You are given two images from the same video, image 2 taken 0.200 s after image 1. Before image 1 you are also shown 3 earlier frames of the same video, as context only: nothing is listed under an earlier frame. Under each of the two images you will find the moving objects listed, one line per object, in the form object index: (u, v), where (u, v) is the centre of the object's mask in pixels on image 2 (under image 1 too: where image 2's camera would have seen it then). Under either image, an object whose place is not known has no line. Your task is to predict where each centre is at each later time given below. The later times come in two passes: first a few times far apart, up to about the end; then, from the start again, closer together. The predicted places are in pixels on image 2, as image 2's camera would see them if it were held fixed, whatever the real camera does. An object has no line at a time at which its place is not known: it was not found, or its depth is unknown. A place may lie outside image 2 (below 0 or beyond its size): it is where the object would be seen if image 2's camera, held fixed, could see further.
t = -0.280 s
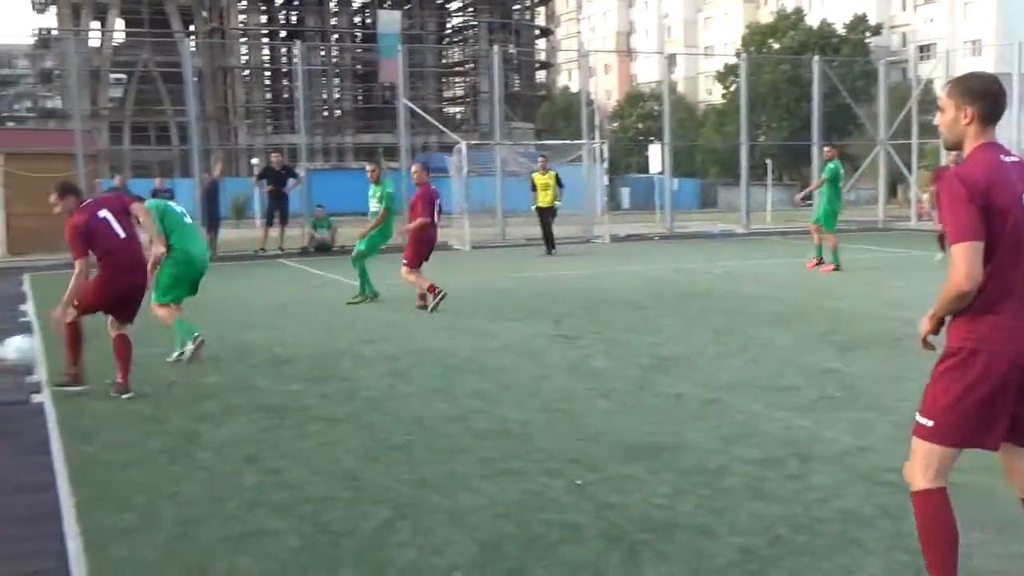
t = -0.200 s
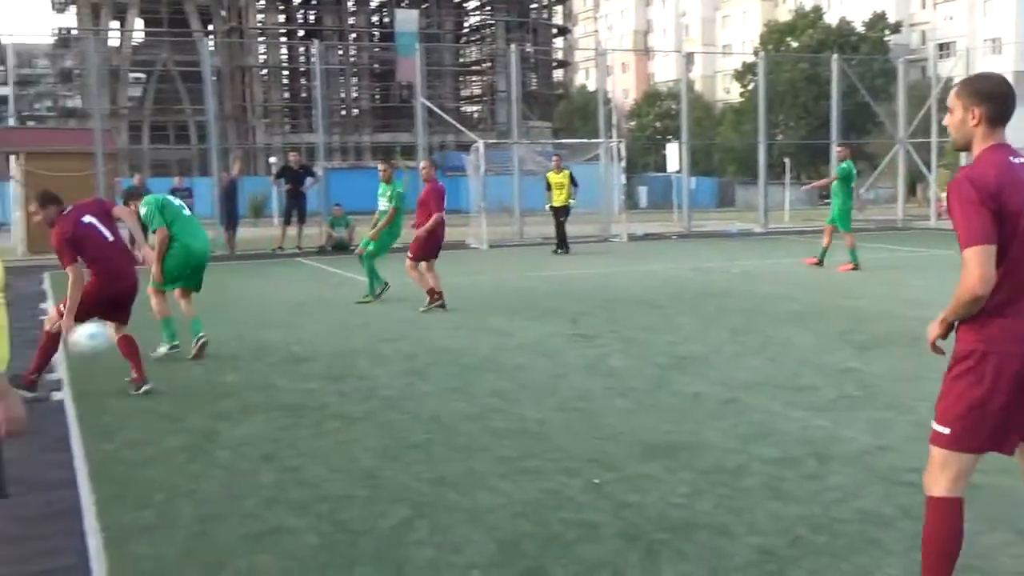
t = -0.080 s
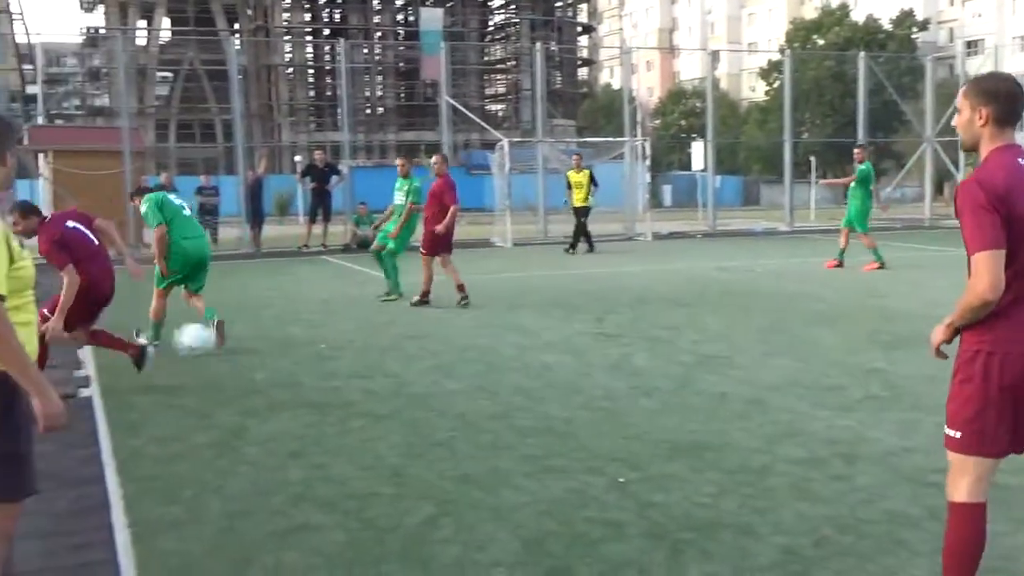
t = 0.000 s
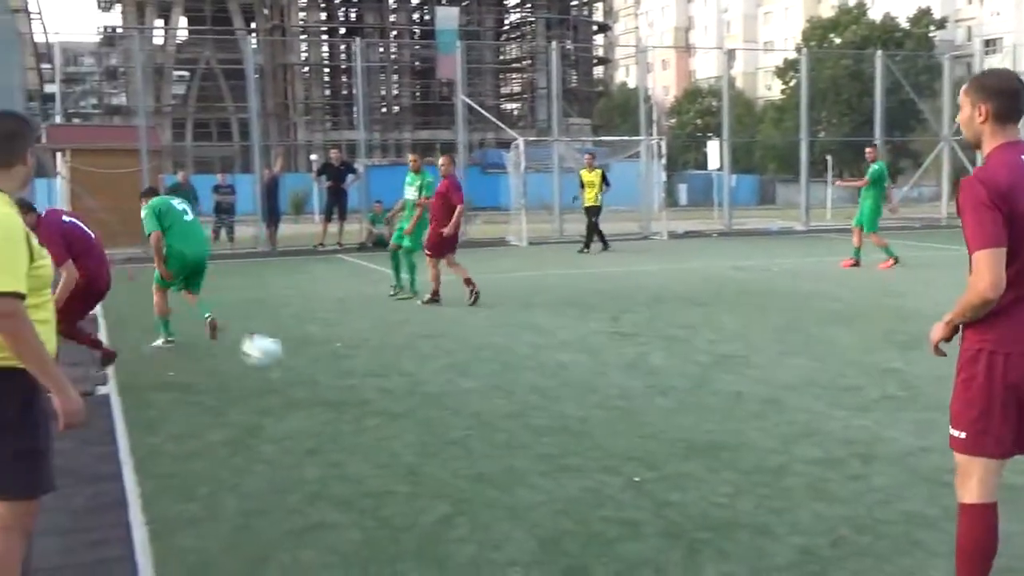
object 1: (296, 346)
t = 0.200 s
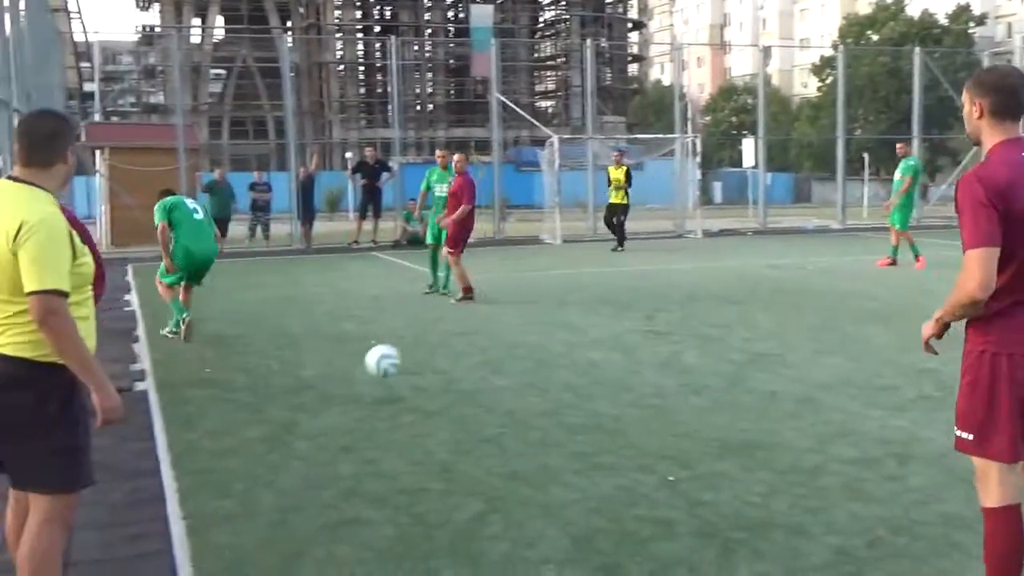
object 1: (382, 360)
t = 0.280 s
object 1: (397, 349)
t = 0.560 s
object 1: (448, 379)
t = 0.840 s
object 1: (506, 362)
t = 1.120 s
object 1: (561, 364)
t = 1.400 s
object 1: (614, 371)
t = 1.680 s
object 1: (665, 371)
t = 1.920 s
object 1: (708, 369)
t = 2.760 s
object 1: (840, 364)
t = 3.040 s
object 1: (879, 362)
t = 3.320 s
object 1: (915, 360)
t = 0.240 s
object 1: (389, 353)
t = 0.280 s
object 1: (397, 349)
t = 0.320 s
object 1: (404, 346)
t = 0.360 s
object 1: (411, 345)
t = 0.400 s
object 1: (418, 346)
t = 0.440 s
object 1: (426, 351)
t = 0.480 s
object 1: (433, 358)
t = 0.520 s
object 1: (440, 367)
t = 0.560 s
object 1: (448, 379)
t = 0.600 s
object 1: (457, 374)
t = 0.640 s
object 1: (465, 366)
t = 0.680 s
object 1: (473, 361)
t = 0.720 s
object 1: (482, 358)
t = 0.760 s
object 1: (489, 358)
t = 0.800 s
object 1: (497, 359)
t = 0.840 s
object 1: (506, 362)
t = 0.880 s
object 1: (514, 368)
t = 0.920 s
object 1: (523, 378)
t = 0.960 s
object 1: (531, 371)
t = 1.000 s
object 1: (538, 366)
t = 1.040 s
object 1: (545, 363)
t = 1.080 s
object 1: (553, 363)
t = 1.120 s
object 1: (561, 364)
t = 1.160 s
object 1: (569, 368)
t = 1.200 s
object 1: (577, 375)
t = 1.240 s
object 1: (585, 372)
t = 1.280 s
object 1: (592, 369)
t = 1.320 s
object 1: (599, 367)
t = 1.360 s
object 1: (606, 368)
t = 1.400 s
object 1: (614, 371)
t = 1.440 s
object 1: (622, 372)
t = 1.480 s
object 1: (630, 369)
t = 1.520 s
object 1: (636, 369)
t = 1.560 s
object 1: (643, 371)
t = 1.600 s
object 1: (650, 372)
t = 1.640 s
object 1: (658, 371)
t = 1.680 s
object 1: (665, 371)
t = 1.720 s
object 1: (673, 371)
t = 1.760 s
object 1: (680, 371)
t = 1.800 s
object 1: (688, 371)
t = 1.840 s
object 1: (695, 370)
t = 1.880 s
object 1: (701, 370)
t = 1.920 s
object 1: (708, 369)
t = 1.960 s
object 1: (715, 369)
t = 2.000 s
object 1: (722, 369)
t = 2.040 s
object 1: (729, 368)
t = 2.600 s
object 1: (817, 365)
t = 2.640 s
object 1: (823, 364)
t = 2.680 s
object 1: (828, 364)
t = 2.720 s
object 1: (835, 364)
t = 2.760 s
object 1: (840, 364)
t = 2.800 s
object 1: (846, 364)
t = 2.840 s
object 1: (852, 364)
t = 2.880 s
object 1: (858, 363)
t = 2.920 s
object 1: (863, 363)
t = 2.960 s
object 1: (869, 363)
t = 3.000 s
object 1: (874, 362)
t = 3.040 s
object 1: (879, 362)
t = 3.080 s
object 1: (884, 361)
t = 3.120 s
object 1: (890, 361)
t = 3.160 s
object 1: (896, 361)
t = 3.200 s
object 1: (901, 361)
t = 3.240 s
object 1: (905, 361)
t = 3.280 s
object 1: (911, 361)
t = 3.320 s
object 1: (915, 360)
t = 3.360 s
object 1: (920, 360)
